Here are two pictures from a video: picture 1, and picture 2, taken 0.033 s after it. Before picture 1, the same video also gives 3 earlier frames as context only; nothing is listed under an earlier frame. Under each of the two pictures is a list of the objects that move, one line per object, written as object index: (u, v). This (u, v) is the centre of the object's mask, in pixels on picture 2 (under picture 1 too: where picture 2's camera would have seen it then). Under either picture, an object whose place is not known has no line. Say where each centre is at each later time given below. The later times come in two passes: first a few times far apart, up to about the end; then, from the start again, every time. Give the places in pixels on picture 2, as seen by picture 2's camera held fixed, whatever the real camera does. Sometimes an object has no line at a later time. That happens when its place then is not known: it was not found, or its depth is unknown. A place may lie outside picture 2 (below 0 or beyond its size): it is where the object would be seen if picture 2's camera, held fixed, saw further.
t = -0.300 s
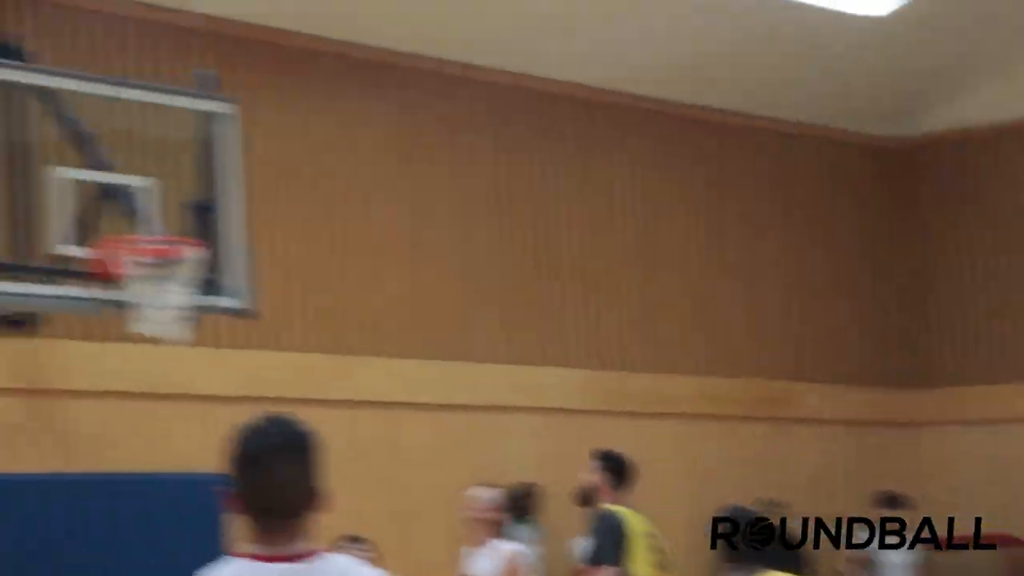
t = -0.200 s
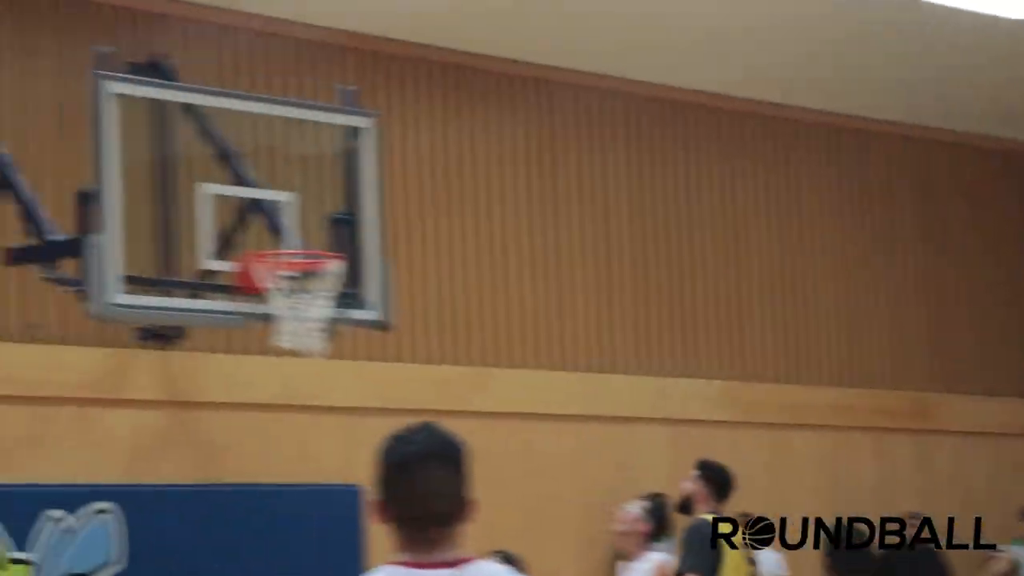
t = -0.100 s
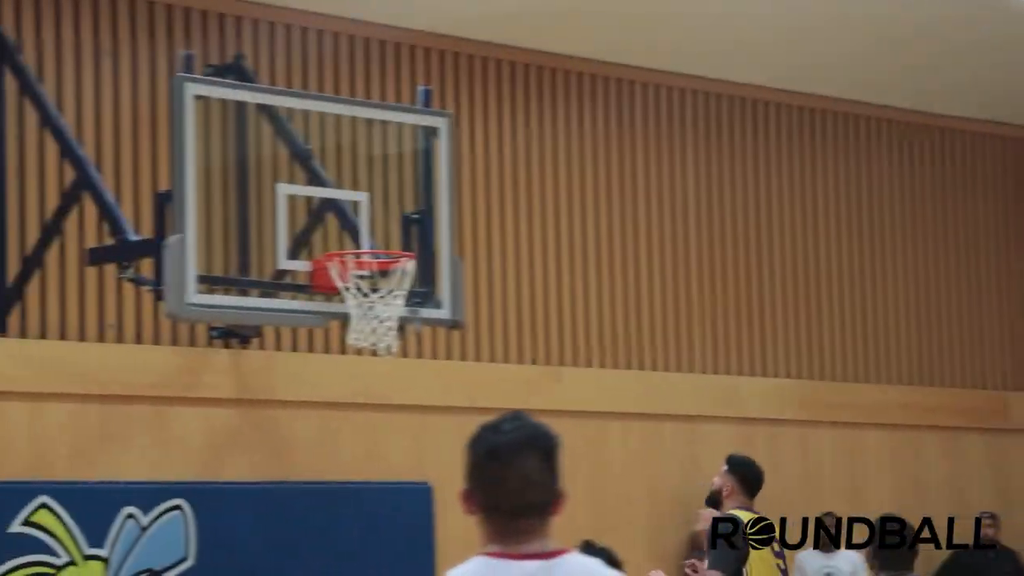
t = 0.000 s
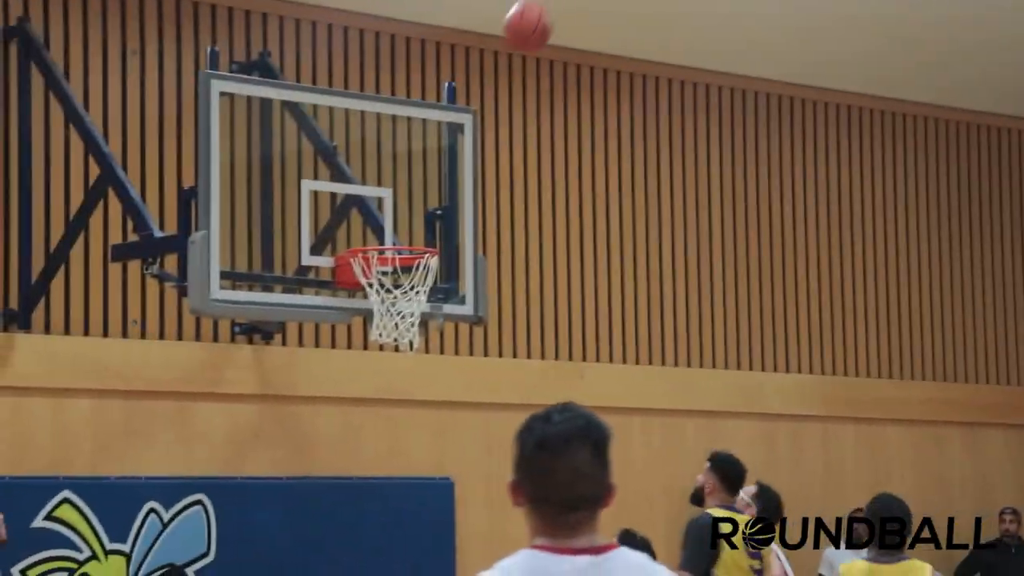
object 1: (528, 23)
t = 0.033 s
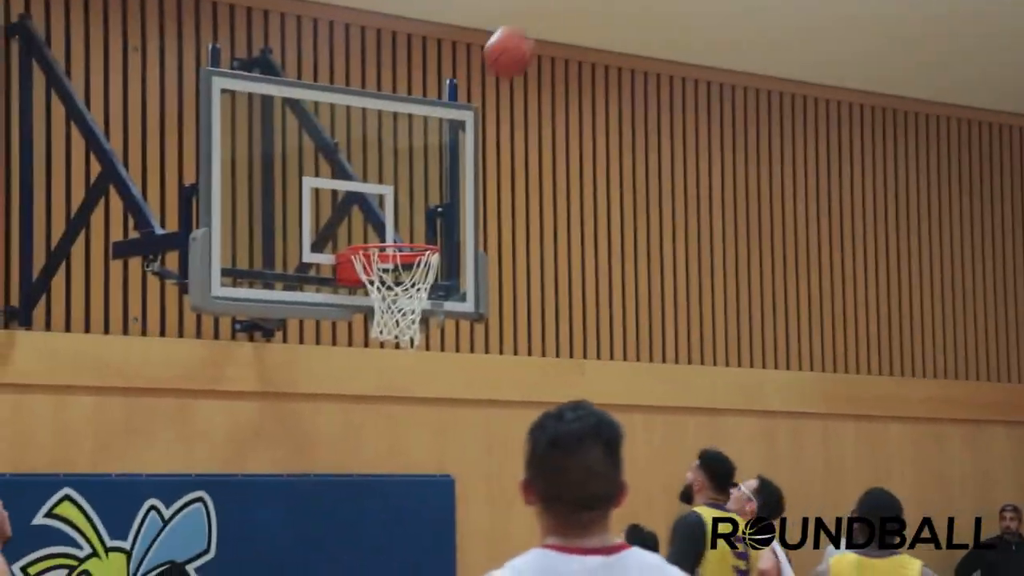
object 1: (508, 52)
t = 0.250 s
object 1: (388, 271)
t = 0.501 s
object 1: (392, 385)
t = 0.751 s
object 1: (402, 609)
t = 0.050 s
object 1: (499, 66)
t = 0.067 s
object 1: (489, 83)
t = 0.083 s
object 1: (479, 100)
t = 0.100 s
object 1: (469, 116)
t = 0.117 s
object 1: (460, 133)
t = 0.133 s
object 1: (449, 151)
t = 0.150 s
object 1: (442, 167)
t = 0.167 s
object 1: (433, 184)
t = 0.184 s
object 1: (423, 201)
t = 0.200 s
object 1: (414, 220)
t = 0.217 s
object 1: (405, 230)
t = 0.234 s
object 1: (396, 258)
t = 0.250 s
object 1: (388, 271)
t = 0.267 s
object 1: (387, 277)
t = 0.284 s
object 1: (388, 275)
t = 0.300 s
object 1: (385, 295)
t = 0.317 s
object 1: (387, 304)
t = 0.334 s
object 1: (386, 305)
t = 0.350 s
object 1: (386, 309)
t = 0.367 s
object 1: (386, 316)
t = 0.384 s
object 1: (387, 323)
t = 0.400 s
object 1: (388, 329)
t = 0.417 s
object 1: (388, 337)
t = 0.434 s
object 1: (389, 346)
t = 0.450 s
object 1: (389, 356)
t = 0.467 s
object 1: (390, 365)
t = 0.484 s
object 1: (391, 374)
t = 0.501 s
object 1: (392, 385)
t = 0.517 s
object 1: (392, 395)
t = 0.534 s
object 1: (393, 407)
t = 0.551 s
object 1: (394, 419)
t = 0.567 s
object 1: (394, 432)
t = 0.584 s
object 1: (396, 445)
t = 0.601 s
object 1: (396, 459)
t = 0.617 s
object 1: (396, 474)
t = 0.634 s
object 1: (397, 489)
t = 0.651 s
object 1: (398, 504)
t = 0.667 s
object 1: (399, 520)
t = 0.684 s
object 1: (400, 537)
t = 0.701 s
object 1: (400, 555)
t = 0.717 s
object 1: (401, 572)
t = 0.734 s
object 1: (402, 591)
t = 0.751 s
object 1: (402, 609)
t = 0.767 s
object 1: (402, 630)
